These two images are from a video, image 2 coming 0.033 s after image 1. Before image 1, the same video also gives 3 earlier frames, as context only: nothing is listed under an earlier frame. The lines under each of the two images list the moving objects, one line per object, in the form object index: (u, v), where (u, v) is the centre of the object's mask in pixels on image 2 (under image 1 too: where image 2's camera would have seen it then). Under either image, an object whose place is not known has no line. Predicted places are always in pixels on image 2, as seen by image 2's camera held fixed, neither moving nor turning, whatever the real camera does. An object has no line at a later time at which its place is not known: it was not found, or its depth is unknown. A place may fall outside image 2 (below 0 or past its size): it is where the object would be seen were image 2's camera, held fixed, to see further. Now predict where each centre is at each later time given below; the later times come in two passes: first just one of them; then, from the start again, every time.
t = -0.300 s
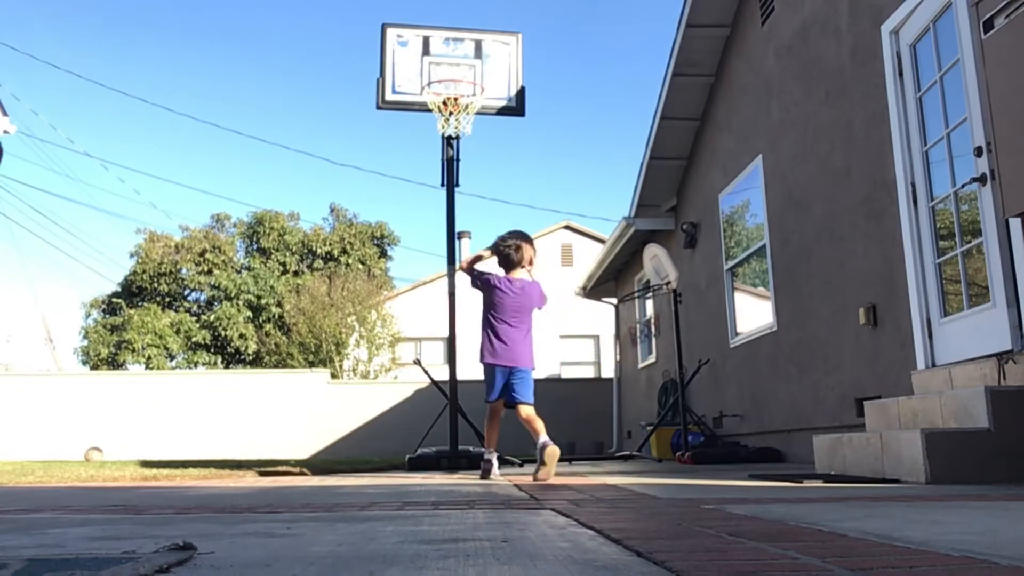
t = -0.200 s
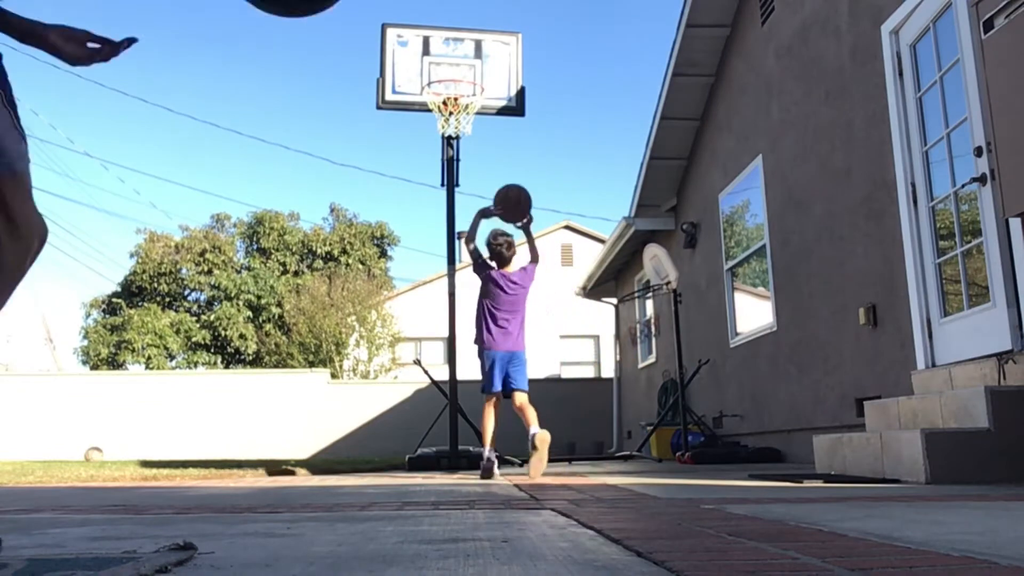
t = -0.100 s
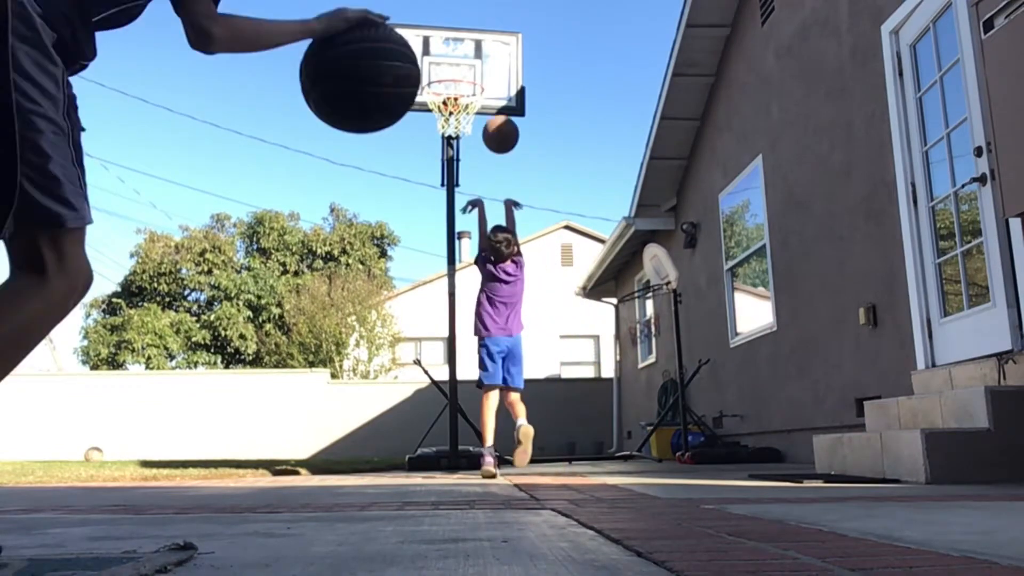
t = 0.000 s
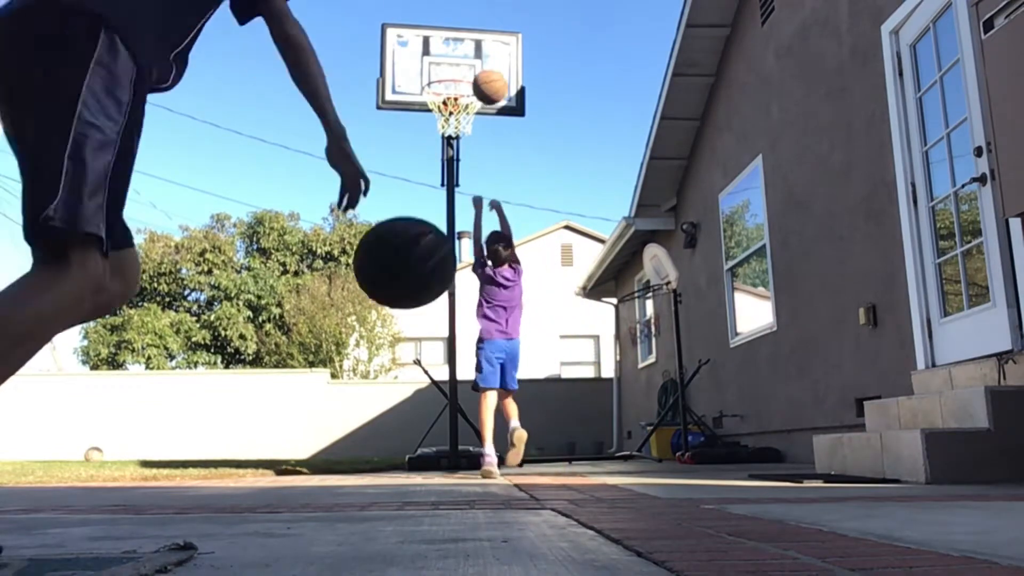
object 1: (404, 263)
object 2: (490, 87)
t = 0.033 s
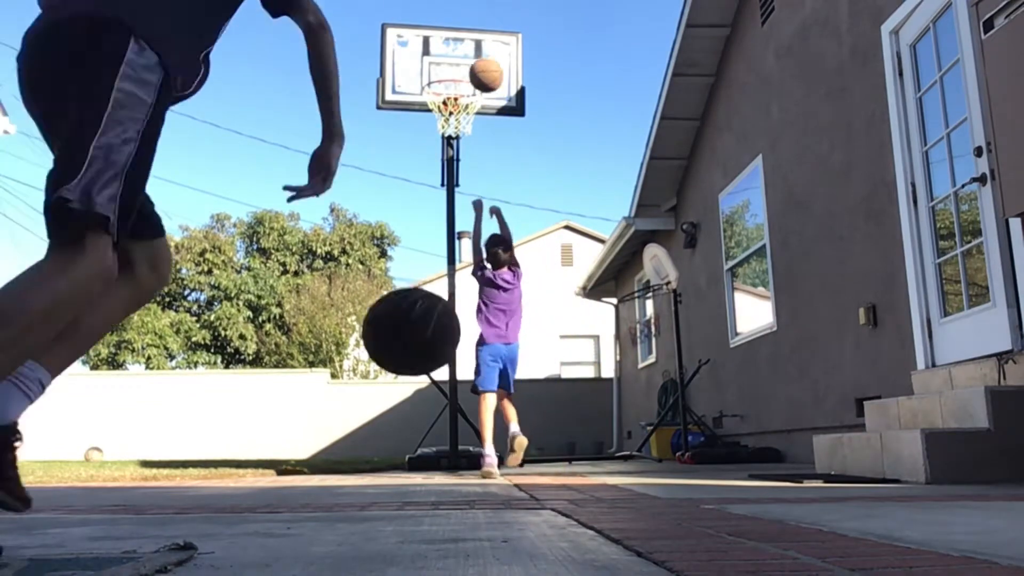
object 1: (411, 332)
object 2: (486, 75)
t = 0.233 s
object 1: (420, 323)
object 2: (469, 40)
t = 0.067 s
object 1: (417, 400)
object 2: (483, 65)
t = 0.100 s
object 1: (423, 465)
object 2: (480, 57)
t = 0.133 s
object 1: (423, 438)
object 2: (477, 51)
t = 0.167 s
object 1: (422, 392)
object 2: (474, 45)
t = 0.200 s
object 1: (421, 354)
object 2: (472, 42)
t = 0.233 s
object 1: (420, 323)
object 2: (469, 40)
